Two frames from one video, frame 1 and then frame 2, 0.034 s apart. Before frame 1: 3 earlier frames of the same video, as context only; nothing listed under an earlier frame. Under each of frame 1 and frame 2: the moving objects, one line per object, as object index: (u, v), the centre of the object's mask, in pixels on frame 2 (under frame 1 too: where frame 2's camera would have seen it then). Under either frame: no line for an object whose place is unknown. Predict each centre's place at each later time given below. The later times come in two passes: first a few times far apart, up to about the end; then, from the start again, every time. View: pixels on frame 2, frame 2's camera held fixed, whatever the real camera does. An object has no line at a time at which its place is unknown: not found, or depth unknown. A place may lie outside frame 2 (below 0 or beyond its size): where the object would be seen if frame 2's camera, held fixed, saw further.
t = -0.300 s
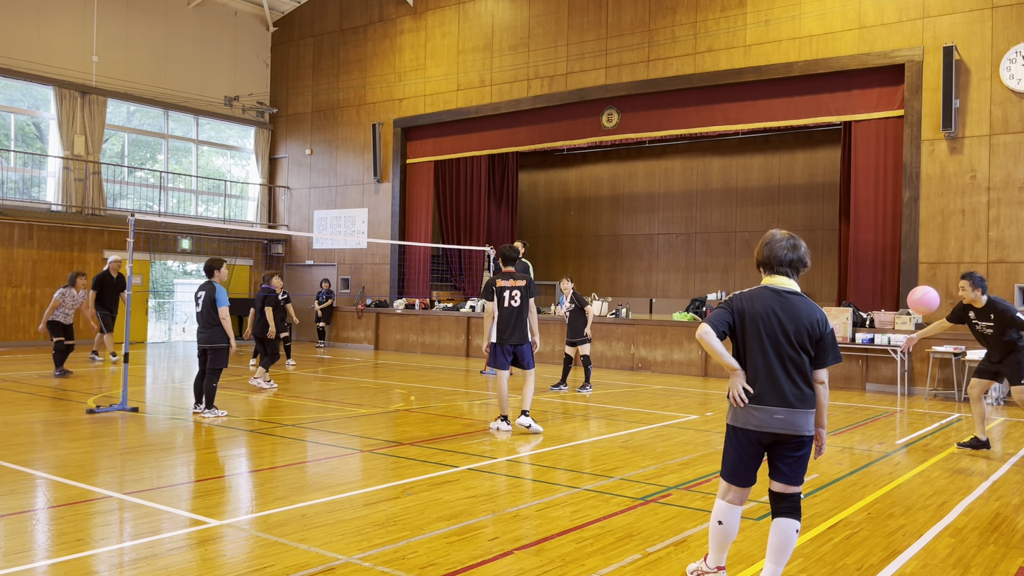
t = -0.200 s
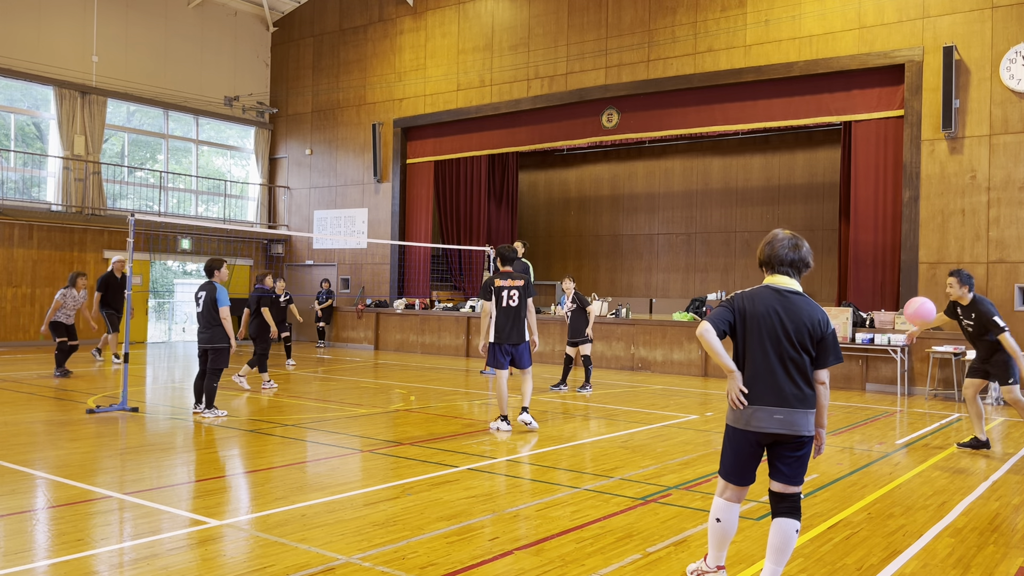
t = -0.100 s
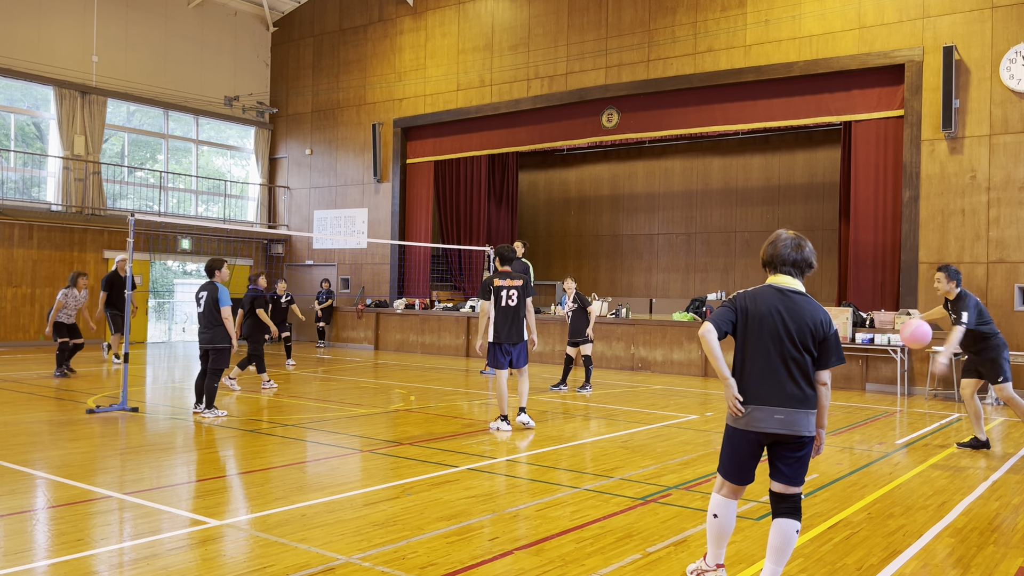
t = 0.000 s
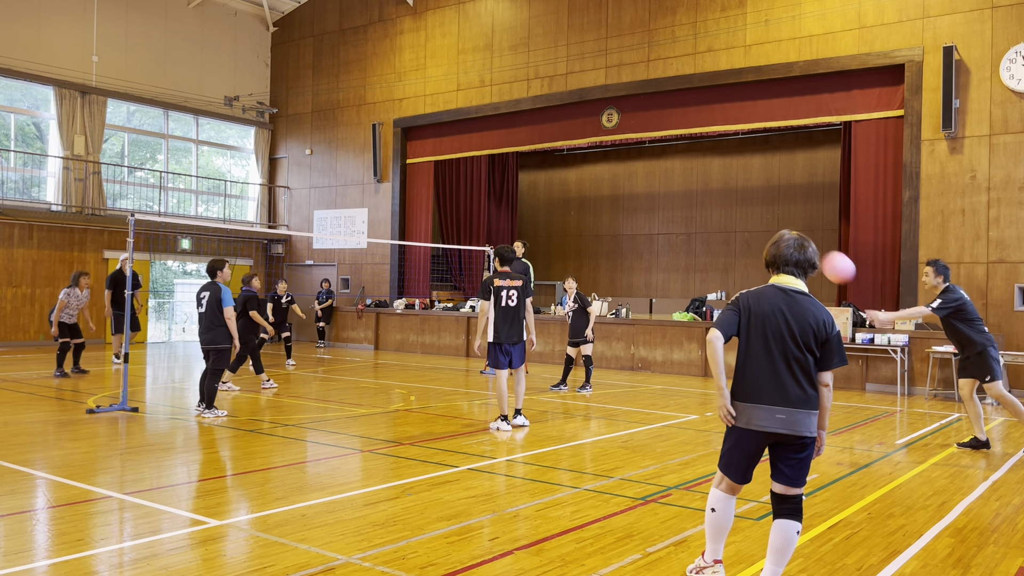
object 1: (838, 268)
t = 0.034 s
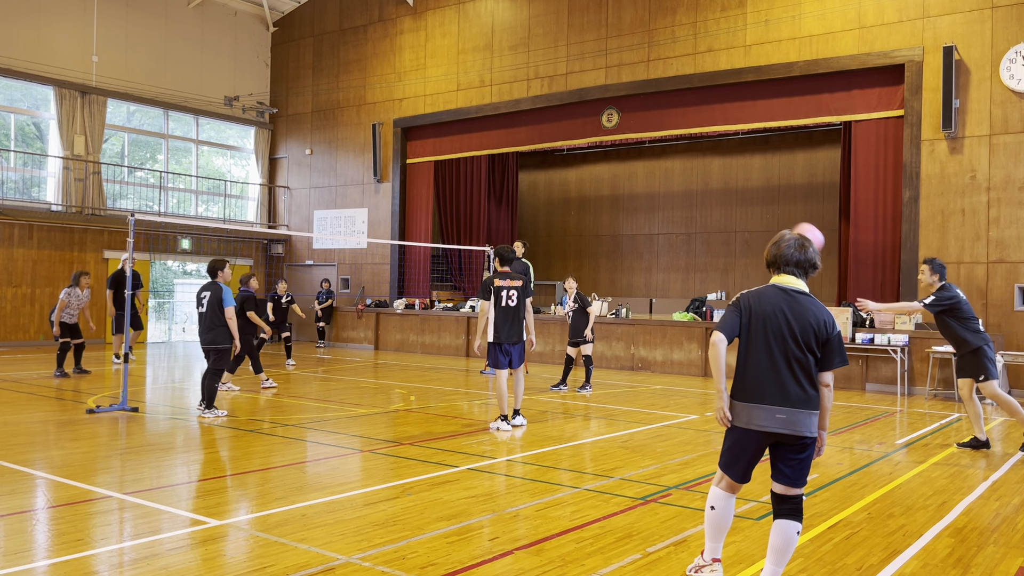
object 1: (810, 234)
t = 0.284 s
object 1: (615, 84)
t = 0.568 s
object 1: (456, 18)
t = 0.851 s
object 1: (341, 24)
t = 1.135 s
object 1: (253, 86)
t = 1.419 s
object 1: (184, 185)
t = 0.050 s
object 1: (792, 222)
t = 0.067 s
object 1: (778, 212)
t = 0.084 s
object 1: (764, 199)
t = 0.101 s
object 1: (750, 187)
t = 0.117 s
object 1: (737, 176)
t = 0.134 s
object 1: (723, 165)
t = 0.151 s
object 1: (710, 154)
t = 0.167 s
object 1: (697, 144)
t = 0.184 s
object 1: (685, 134)
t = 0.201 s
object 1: (673, 124)
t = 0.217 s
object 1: (661, 116)
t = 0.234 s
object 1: (649, 107)
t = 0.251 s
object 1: (637, 99)
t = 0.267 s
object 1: (626, 91)
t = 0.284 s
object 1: (615, 84)
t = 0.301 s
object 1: (604, 77)
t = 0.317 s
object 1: (593, 71)
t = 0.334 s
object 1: (583, 65)
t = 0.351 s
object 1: (572, 59)
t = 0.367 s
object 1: (562, 55)
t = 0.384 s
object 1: (552, 50)
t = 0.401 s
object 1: (542, 45)
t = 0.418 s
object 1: (533, 41)
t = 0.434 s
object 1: (523, 37)
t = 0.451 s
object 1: (514, 34)
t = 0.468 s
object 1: (505, 31)
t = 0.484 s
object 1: (497, 28)
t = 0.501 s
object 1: (488, 26)
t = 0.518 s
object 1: (480, 23)
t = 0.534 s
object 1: (472, 21)
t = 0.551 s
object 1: (464, 20)
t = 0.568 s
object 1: (456, 18)
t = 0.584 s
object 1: (448, 17)
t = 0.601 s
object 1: (441, 16)
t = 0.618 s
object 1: (434, 15)
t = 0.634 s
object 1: (427, 14)
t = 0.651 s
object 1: (420, 14)
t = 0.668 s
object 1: (413, 14)
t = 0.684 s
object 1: (406, 13)
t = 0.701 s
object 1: (399, 14)
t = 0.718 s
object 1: (392, 14)
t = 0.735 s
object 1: (385, 14)
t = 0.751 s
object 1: (379, 15)
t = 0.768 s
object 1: (372, 16)
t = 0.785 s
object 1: (366, 18)
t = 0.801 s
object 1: (360, 19)
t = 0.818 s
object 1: (354, 21)
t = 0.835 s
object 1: (348, 22)
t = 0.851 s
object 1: (341, 24)
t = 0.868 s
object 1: (335, 27)
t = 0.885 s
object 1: (329, 29)
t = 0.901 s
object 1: (324, 32)
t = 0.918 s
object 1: (318, 35)
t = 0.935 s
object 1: (313, 38)
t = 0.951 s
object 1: (307, 41)
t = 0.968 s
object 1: (302, 44)
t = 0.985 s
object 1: (296, 48)
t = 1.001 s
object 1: (291, 51)
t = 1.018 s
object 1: (286, 55)
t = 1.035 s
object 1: (281, 59)
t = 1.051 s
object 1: (276, 63)
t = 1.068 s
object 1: (271, 68)
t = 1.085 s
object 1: (267, 72)
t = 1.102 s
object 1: (262, 76)
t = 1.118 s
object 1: (257, 81)
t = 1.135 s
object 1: (253, 86)
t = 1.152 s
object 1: (248, 91)
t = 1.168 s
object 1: (244, 96)
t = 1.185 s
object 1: (239, 101)
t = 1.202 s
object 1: (235, 106)
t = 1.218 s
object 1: (231, 111)
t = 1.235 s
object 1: (227, 116)
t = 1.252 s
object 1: (223, 122)
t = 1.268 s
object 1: (219, 128)
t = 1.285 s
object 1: (214, 134)
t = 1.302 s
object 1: (210, 140)
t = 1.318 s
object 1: (206, 146)
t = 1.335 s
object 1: (202, 152)
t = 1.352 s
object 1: (199, 159)
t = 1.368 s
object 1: (195, 165)
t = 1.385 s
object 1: (192, 171)
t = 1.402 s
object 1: (188, 178)
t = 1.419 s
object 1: (184, 185)
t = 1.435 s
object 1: (181, 191)
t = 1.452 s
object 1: (177, 198)
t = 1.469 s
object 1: (175, 205)
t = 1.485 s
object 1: (171, 212)
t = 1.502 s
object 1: (167, 219)
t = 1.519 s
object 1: (164, 228)
